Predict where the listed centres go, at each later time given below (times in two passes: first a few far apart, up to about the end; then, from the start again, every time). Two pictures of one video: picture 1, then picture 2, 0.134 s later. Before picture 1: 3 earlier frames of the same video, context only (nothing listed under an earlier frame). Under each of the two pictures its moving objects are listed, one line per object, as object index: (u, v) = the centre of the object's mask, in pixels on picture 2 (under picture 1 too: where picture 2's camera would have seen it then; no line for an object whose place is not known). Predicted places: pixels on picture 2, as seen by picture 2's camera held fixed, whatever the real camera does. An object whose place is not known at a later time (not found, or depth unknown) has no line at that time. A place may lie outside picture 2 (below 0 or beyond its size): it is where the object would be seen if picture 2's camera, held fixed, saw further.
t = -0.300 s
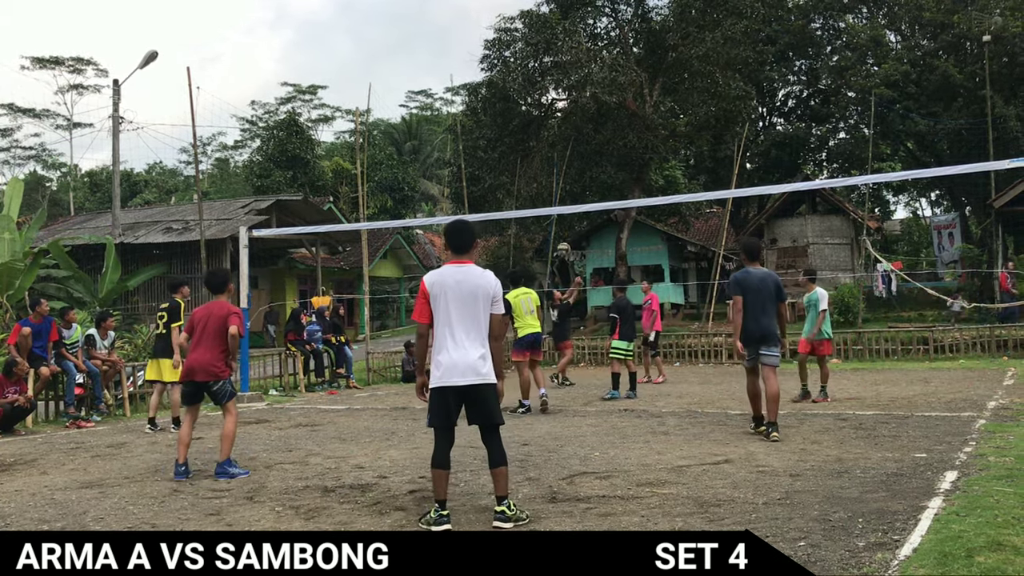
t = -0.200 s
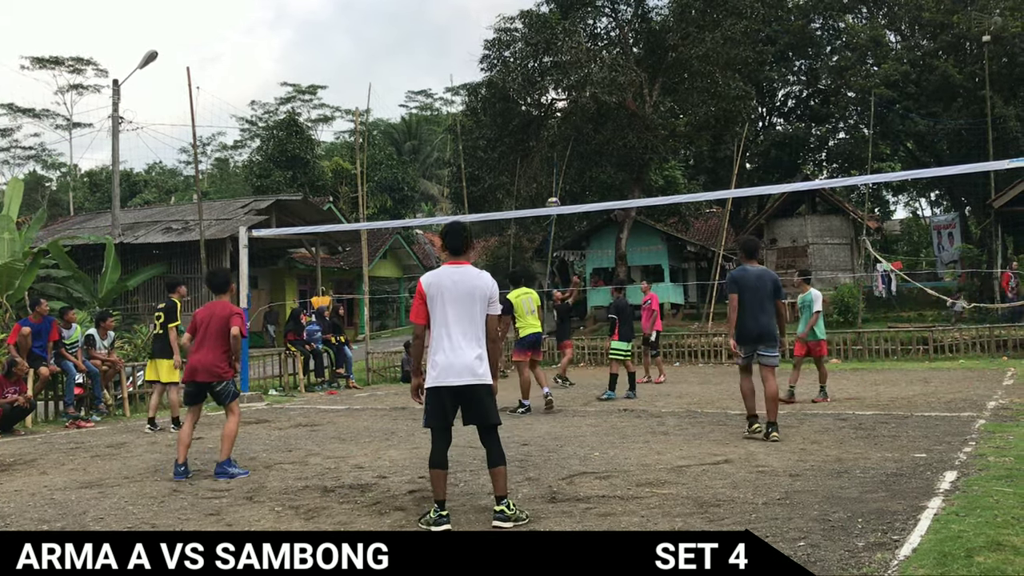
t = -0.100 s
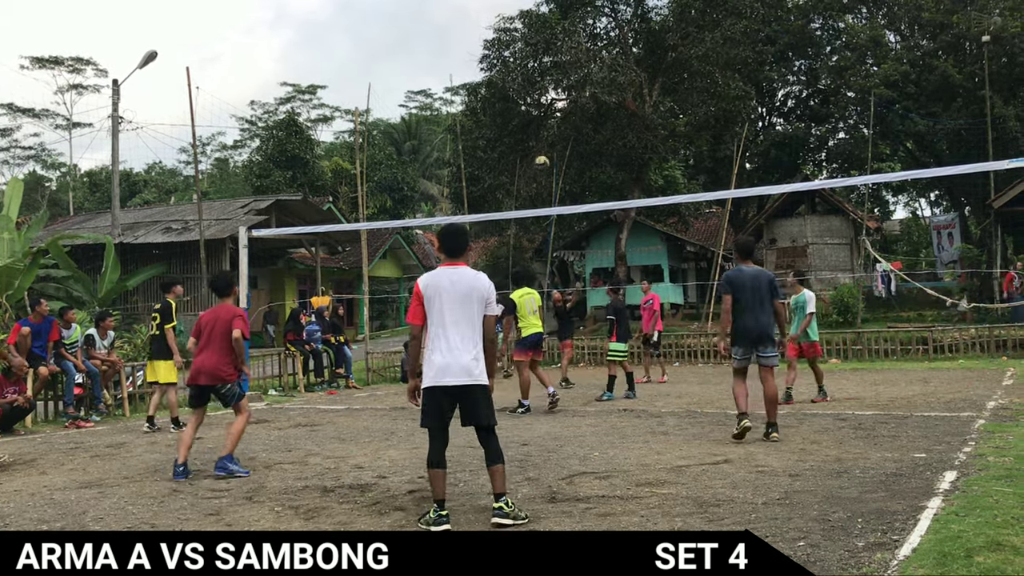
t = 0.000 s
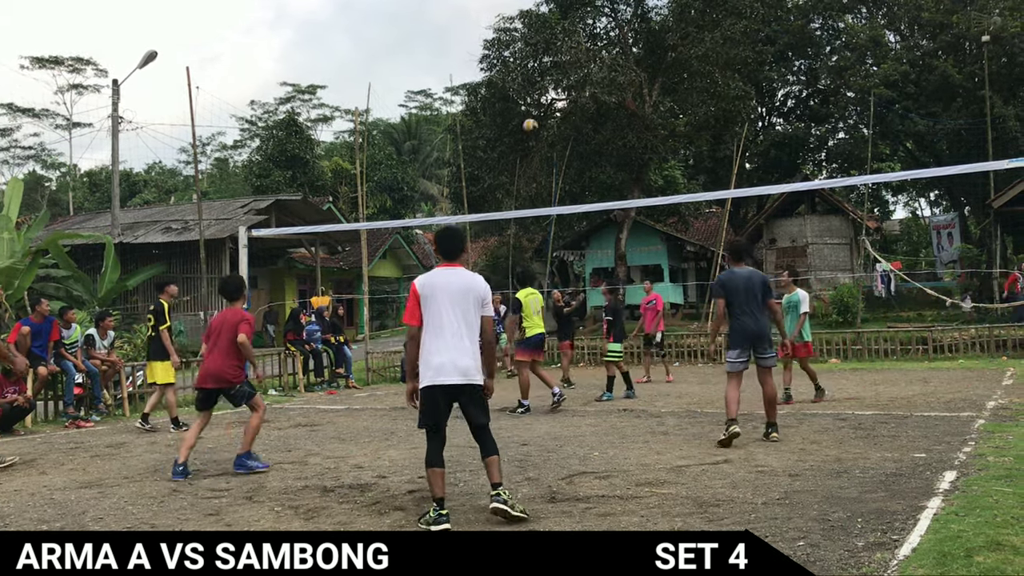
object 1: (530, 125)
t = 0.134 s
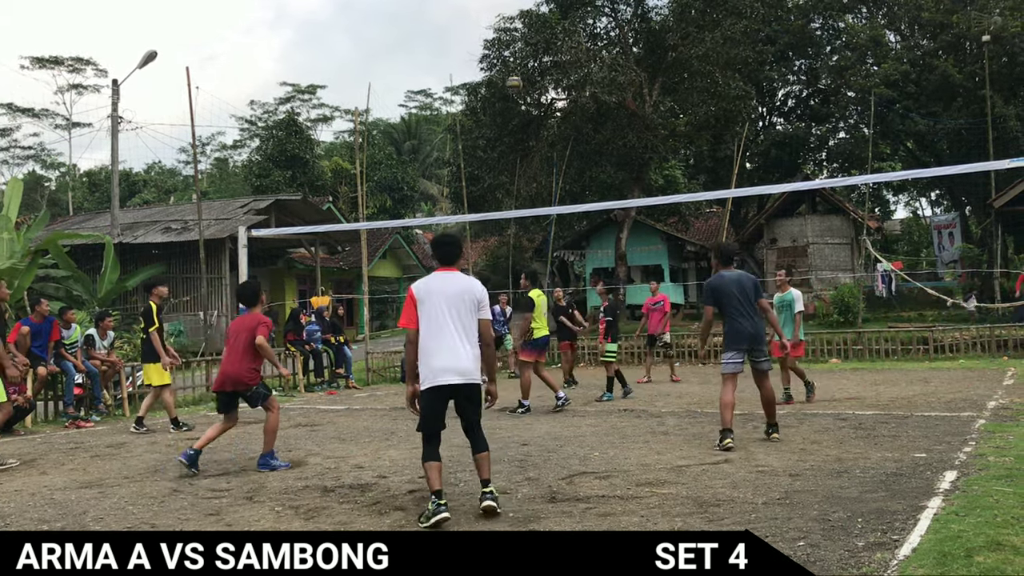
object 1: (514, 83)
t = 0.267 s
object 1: (496, 53)
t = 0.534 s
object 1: (451, 31)
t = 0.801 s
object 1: (397, 81)
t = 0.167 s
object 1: (509, 74)
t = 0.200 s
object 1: (504, 68)
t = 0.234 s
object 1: (499, 58)
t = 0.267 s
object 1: (496, 53)
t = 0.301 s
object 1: (491, 48)
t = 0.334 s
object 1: (485, 42)
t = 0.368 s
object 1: (480, 38)
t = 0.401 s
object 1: (475, 34)
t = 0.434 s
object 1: (469, 32)
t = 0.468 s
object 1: (463, 31)
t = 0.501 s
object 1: (457, 30)
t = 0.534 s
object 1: (451, 31)
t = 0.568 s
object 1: (445, 32)
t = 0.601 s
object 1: (439, 35)
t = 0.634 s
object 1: (432, 39)
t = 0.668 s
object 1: (426, 45)
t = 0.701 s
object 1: (419, 51)
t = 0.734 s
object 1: (412, 60)
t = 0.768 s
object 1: (405, 69)
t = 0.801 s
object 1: (397, 81)
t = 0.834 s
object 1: (390, 94)
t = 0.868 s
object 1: (382, 109)
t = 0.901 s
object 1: (373, 124)
